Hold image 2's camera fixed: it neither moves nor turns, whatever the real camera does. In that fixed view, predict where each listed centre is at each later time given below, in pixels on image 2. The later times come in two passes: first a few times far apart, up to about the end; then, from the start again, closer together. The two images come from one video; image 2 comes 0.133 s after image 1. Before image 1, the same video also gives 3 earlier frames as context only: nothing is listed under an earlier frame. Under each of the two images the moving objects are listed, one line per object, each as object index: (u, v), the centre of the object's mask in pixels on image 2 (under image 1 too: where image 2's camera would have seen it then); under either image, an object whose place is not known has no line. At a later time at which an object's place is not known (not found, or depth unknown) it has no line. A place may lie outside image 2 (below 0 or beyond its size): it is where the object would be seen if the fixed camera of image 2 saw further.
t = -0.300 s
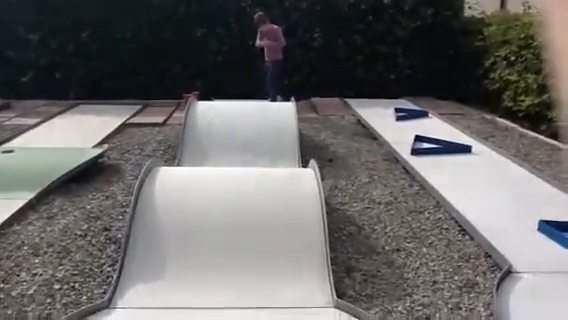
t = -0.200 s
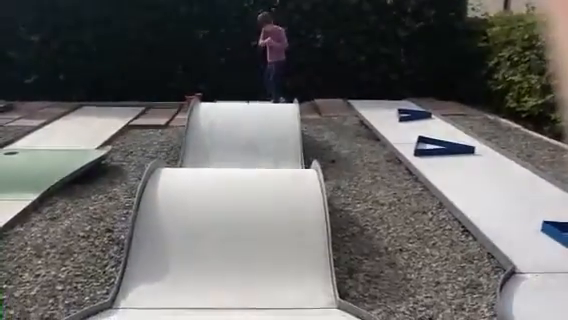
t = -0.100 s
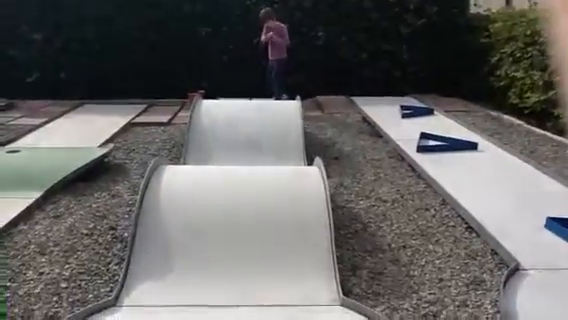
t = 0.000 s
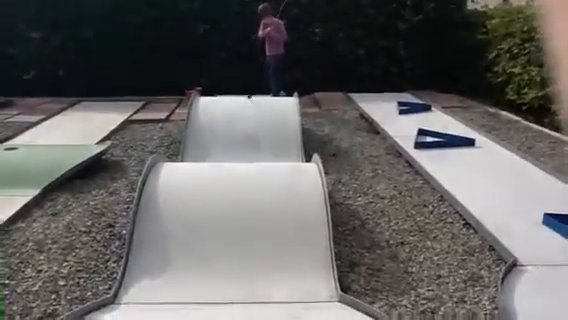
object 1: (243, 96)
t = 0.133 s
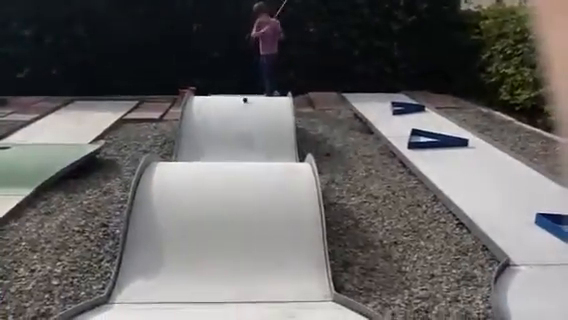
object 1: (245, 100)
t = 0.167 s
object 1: (246, 101)
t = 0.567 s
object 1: (254, 159)
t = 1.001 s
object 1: (264, 159)
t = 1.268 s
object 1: (273, 186)
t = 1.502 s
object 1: (283, 261)
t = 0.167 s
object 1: (246, 101)
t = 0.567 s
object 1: (254, 159)
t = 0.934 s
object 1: (260, 160)
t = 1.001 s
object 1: (264, 159)
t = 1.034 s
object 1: (264, 160)
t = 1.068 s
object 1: (266, 162)
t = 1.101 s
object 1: (266, 164)
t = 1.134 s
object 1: (267, 167)
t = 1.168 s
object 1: (269, 170)
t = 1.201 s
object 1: (270, 174)
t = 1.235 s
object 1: (271, 180)
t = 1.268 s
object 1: (273, 186)
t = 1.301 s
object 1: (274, 193)
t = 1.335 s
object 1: (275, 201)
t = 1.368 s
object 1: (276, 210)
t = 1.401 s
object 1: (278, 221)
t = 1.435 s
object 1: (279, 233)
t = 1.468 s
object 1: (281, 247)
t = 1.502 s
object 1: (283, 261)
